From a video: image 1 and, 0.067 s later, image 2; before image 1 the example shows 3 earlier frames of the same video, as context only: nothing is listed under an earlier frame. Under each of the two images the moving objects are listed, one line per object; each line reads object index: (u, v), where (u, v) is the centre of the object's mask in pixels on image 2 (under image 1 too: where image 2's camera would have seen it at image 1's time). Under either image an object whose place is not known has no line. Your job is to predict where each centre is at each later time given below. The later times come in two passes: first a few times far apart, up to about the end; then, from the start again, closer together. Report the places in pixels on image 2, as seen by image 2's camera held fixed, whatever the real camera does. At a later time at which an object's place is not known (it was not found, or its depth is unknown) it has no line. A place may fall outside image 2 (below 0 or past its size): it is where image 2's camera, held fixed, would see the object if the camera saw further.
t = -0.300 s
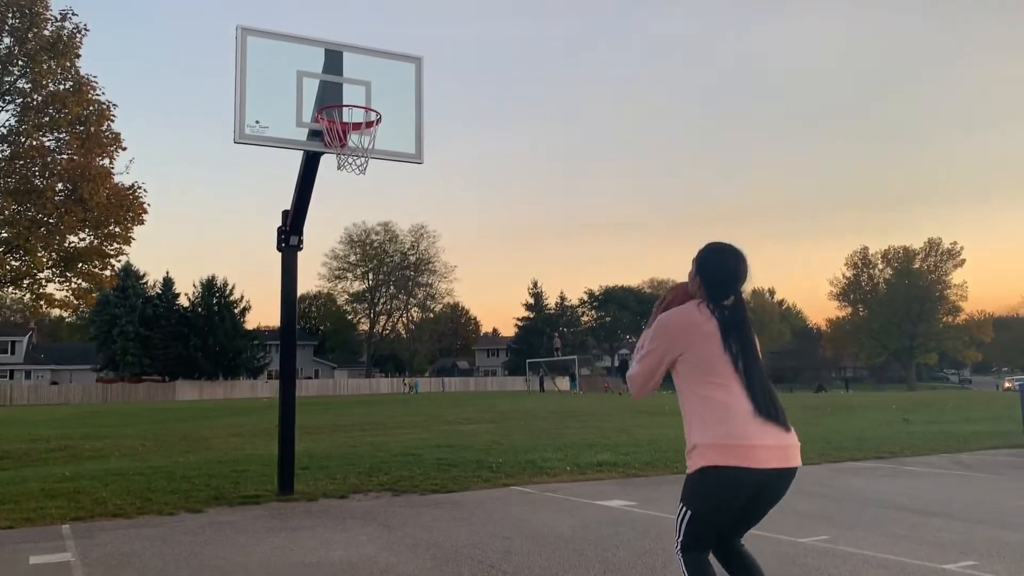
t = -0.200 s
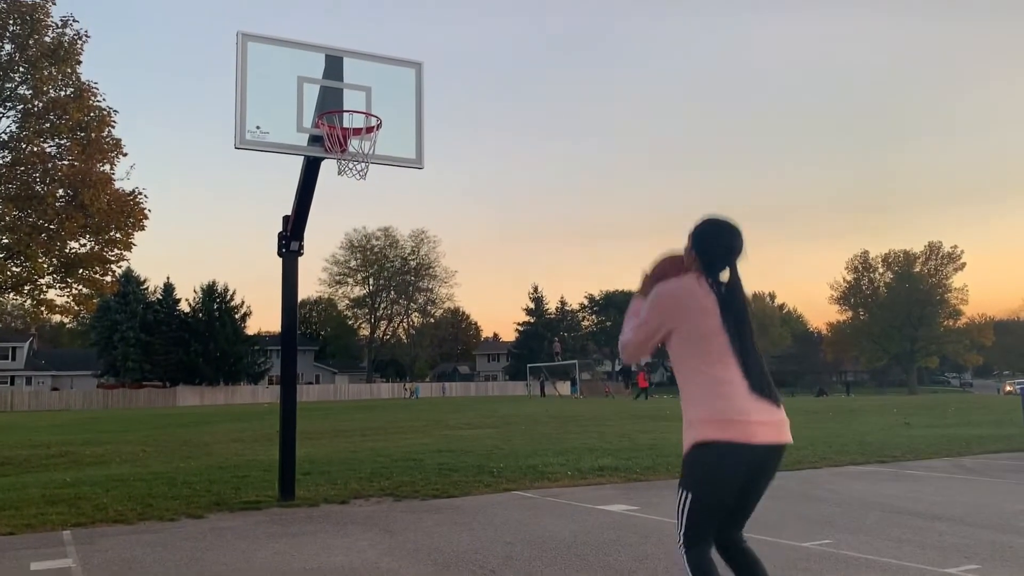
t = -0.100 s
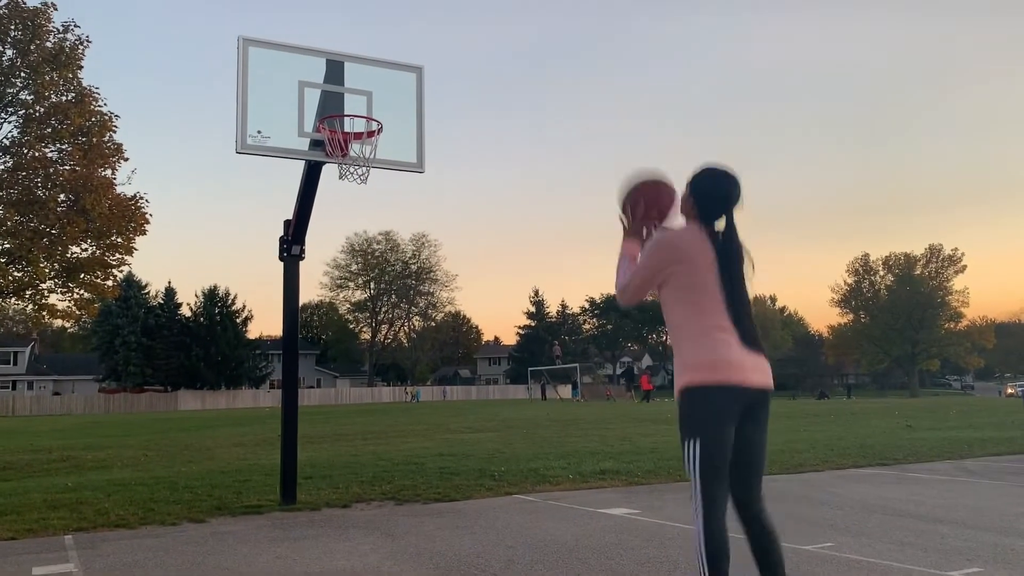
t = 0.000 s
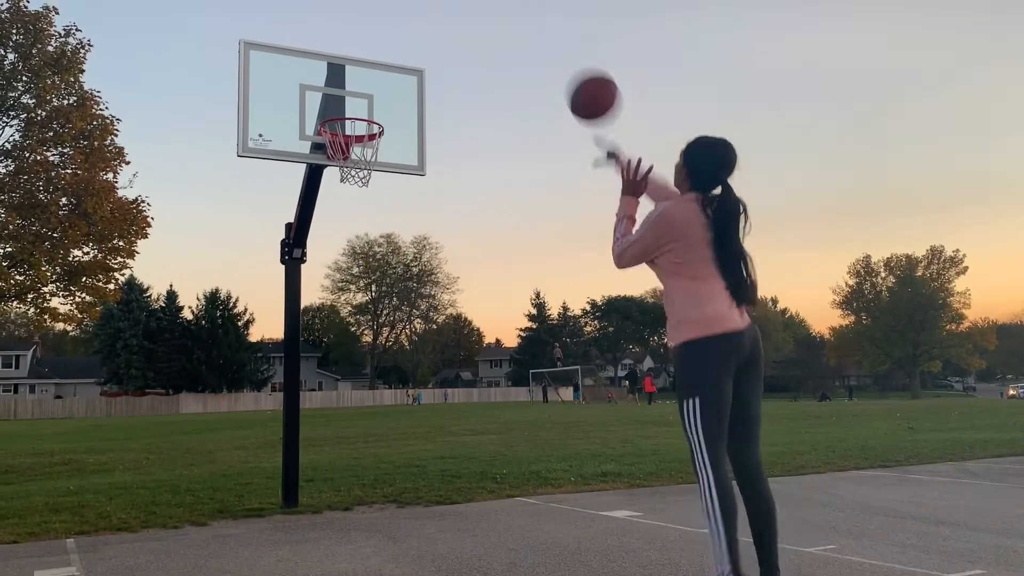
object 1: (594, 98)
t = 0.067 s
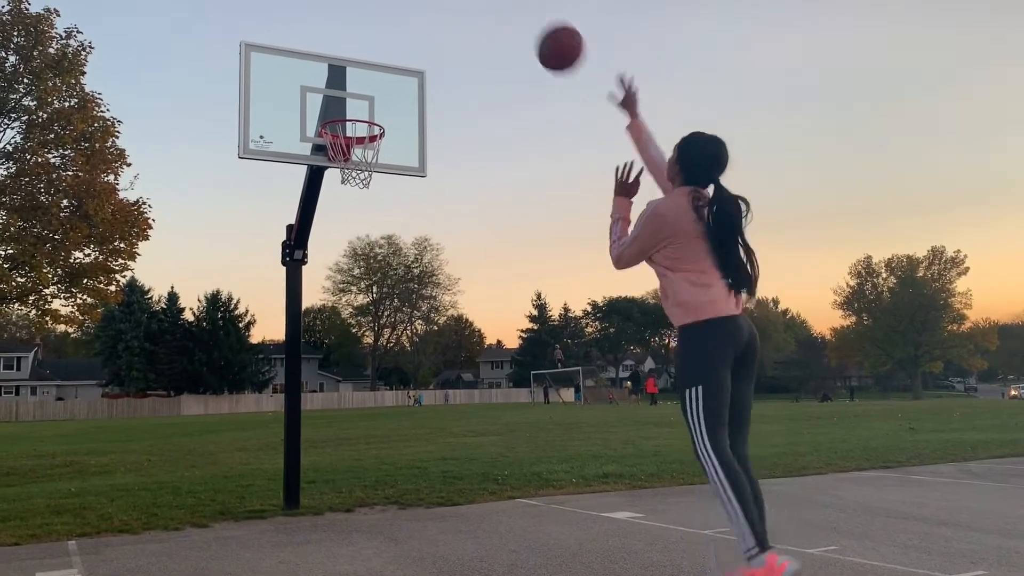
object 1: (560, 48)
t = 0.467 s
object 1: (427, -3)
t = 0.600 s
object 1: (397, 14)
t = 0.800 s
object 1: (364, 96)
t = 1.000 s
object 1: (350, 79)
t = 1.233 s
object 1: (349, 56)
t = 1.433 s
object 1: (350, 89)
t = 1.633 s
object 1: (355, 150)
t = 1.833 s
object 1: (351, 176)
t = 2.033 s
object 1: (347, 234)
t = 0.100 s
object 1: (545, 28)
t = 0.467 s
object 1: (427, -3)
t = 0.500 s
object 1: (419, -1)
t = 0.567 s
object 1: (404, 7)
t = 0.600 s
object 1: (397, 14)
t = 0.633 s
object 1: (391, 25)
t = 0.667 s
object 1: (385, 37)
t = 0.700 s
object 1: (379, 50)
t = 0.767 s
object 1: (369, 80)
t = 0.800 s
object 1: (364, 96)
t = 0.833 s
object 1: (359, 112)
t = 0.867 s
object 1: (355, 120)
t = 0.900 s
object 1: (353, 108)
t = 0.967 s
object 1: (350, 88)
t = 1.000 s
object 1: (350, 79)
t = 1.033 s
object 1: (349, 72)
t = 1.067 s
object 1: (349, 66)
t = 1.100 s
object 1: (349, 61)
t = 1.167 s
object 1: (349, 56)
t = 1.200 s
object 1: (349, 55)
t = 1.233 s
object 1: (349, 56)
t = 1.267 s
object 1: (349, 58)
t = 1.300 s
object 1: (349, 61)
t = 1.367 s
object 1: (350, 72)
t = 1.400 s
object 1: (350, 80)
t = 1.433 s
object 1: (350, 89)
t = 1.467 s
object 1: (350, 99)
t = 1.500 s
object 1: (350, 110)
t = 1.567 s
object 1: (353, 130)
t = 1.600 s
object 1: (353, 140)
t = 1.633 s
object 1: (355, 150)
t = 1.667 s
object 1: (355, 153)
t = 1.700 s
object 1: (357, 159)
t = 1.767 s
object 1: (352, 167)
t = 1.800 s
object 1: (352, 171)
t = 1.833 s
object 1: (351, 176)
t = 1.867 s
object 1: (351, 185)
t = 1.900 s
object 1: (350, 190)
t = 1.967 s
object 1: (349, 208)
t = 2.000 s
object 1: (348, 220)
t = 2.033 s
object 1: (347, 234)
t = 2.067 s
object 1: (347, 248)
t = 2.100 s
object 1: (346, 265)
